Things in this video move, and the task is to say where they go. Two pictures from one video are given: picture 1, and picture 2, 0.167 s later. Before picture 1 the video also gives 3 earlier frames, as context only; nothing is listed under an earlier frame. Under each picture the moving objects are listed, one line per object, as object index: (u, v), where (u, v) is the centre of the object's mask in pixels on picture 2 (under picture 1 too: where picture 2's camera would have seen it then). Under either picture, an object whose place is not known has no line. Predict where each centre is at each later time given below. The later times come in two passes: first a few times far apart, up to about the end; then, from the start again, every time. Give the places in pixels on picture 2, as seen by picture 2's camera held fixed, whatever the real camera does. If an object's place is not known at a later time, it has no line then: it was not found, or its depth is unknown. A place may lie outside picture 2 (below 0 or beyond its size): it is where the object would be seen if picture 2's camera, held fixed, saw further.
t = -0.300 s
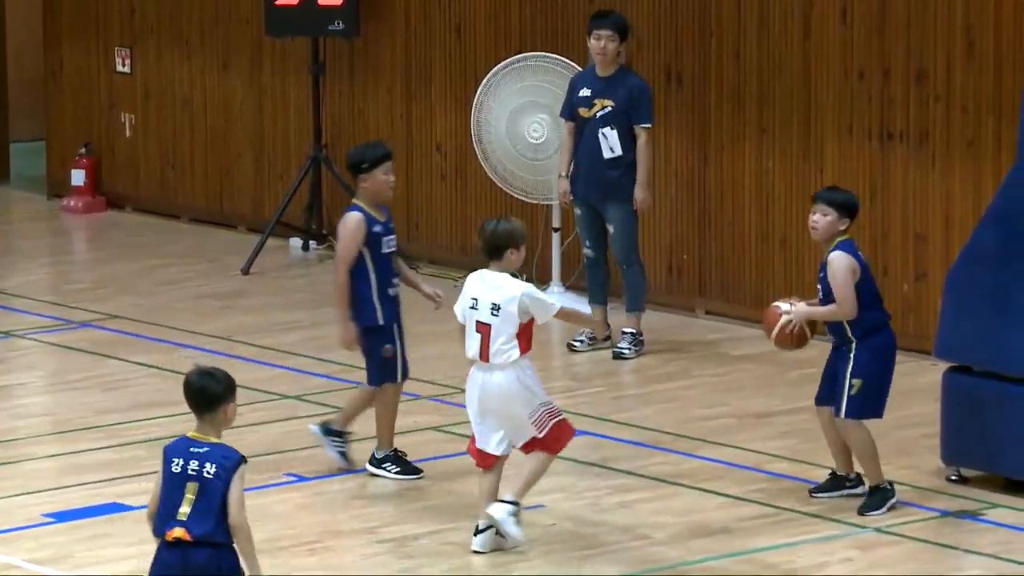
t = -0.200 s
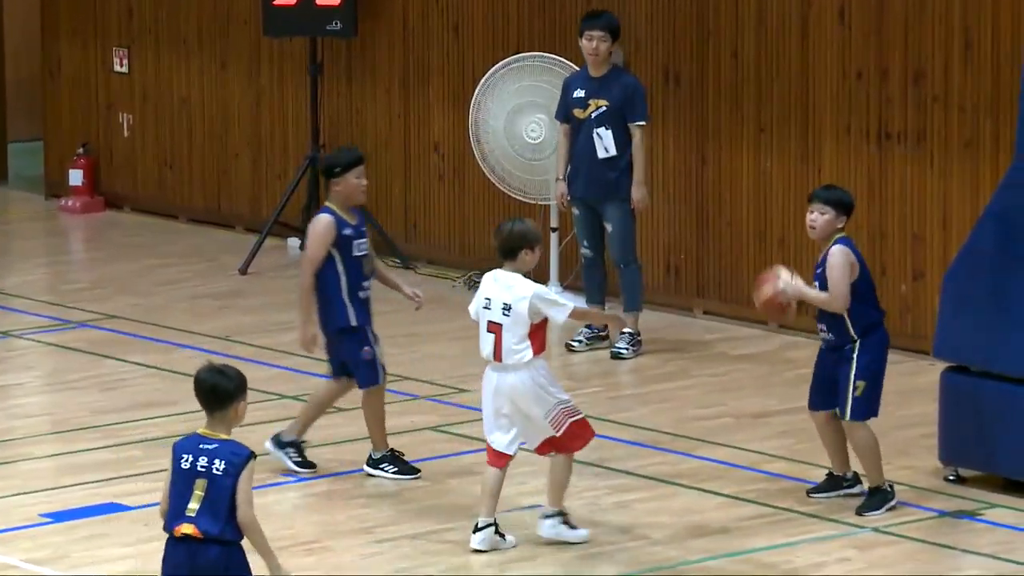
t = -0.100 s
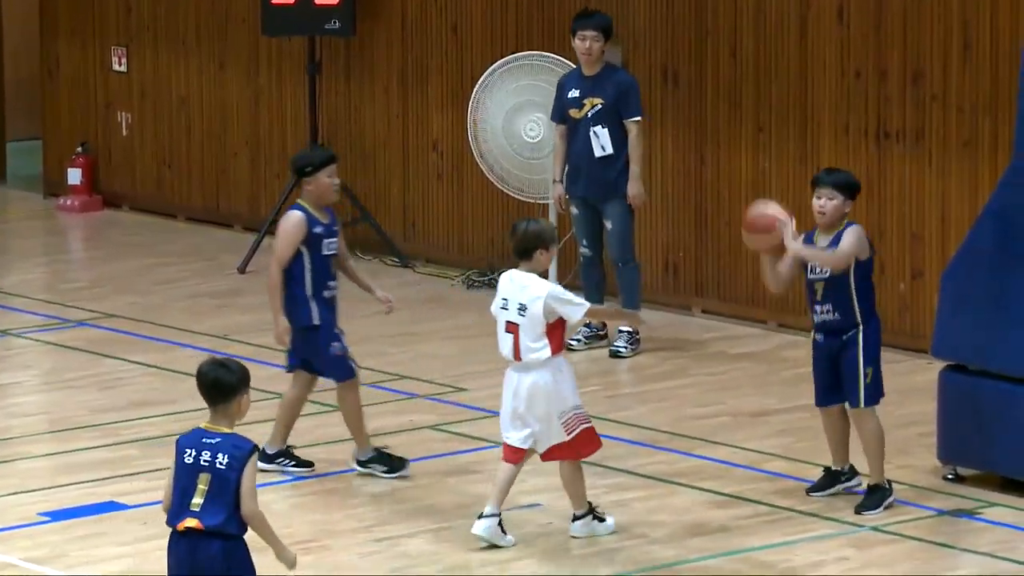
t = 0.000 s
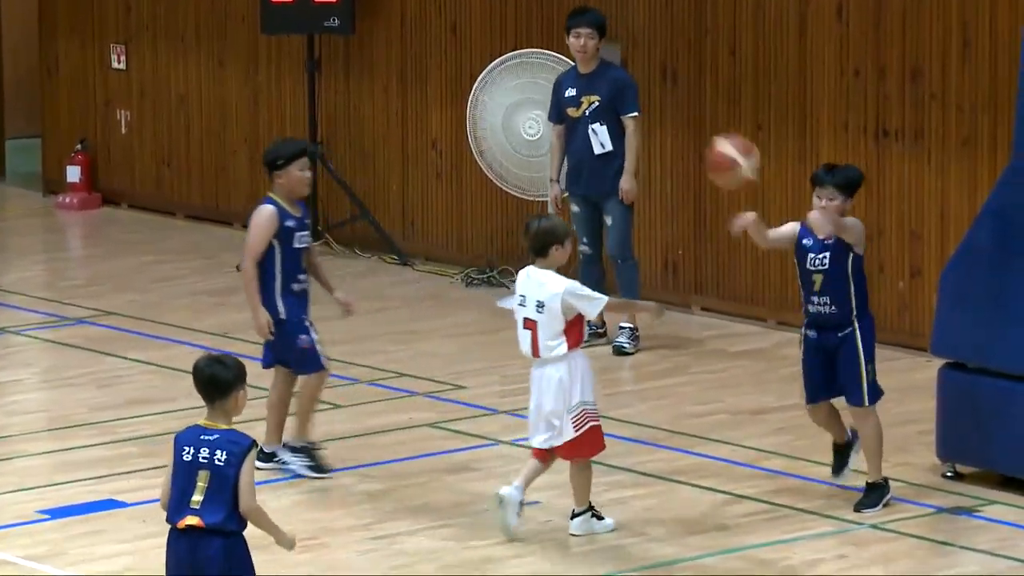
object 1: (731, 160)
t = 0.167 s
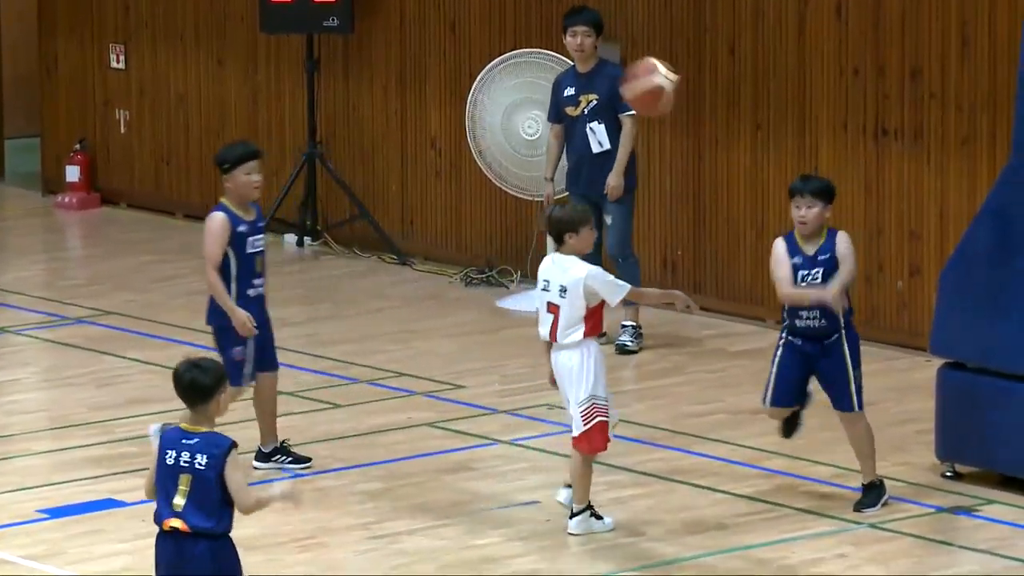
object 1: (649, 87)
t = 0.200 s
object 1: (632, 78)
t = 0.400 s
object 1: (522, 86)
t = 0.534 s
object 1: (444, 151)
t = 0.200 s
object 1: (632, 78)
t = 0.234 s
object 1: (617, 73)
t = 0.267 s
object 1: (599, 70)
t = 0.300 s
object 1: (580, 69)
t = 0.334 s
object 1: (561, 72)
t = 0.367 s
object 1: (543, 77)
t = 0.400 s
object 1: (522, 86)
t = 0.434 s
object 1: (504, 98)
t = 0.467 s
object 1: (484, 112)
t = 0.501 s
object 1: (465, 131)
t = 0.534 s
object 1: (444, 151)
